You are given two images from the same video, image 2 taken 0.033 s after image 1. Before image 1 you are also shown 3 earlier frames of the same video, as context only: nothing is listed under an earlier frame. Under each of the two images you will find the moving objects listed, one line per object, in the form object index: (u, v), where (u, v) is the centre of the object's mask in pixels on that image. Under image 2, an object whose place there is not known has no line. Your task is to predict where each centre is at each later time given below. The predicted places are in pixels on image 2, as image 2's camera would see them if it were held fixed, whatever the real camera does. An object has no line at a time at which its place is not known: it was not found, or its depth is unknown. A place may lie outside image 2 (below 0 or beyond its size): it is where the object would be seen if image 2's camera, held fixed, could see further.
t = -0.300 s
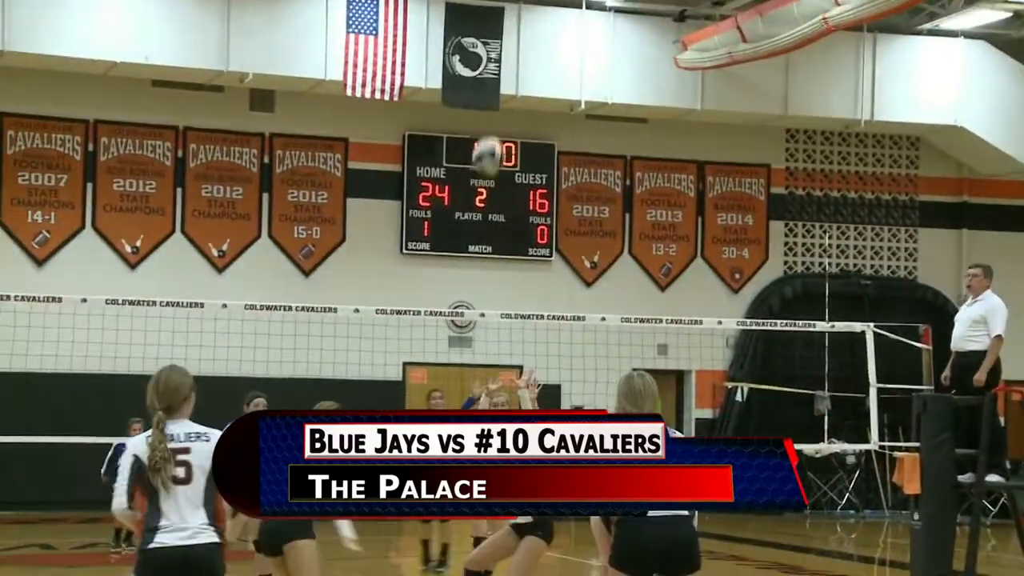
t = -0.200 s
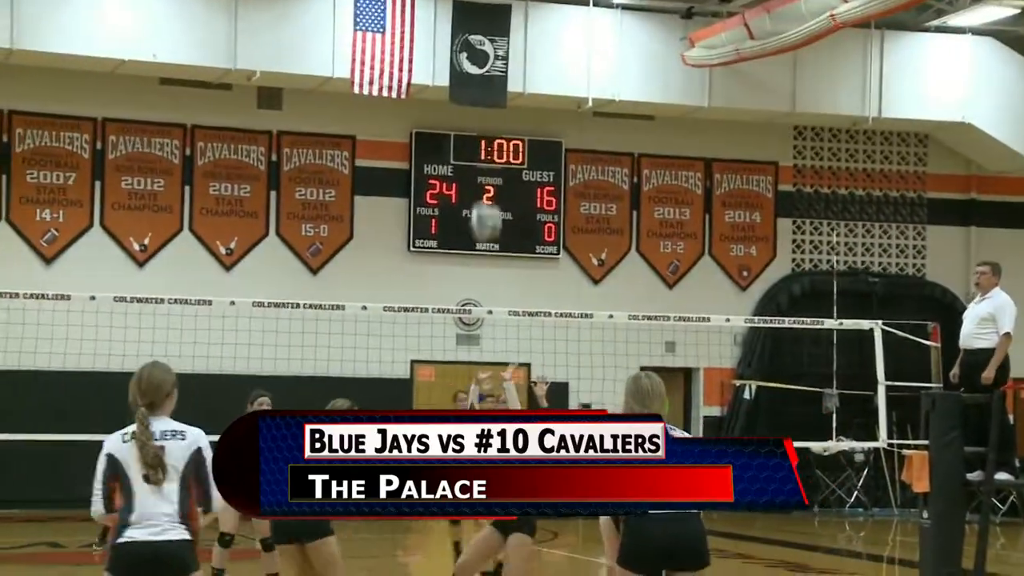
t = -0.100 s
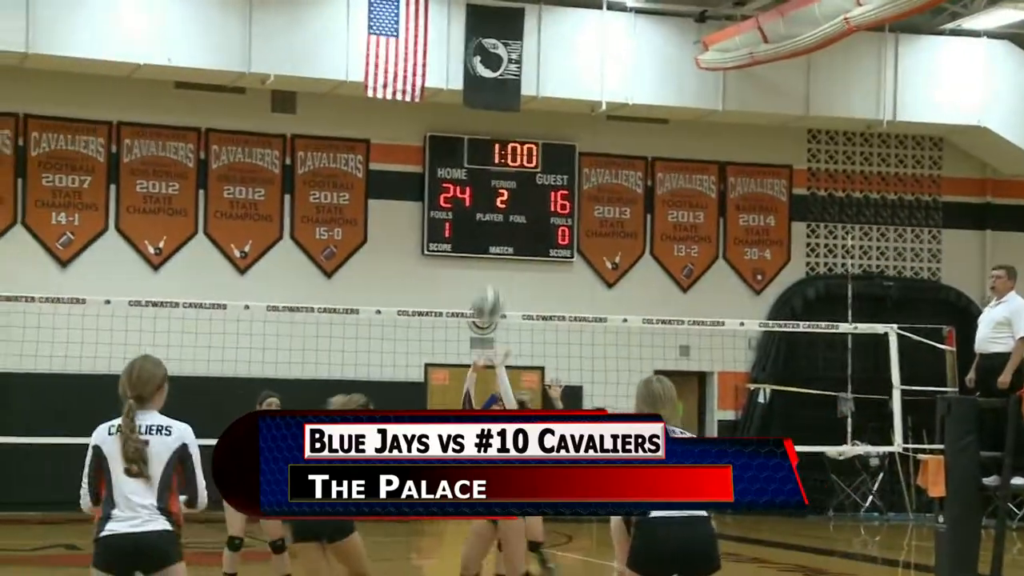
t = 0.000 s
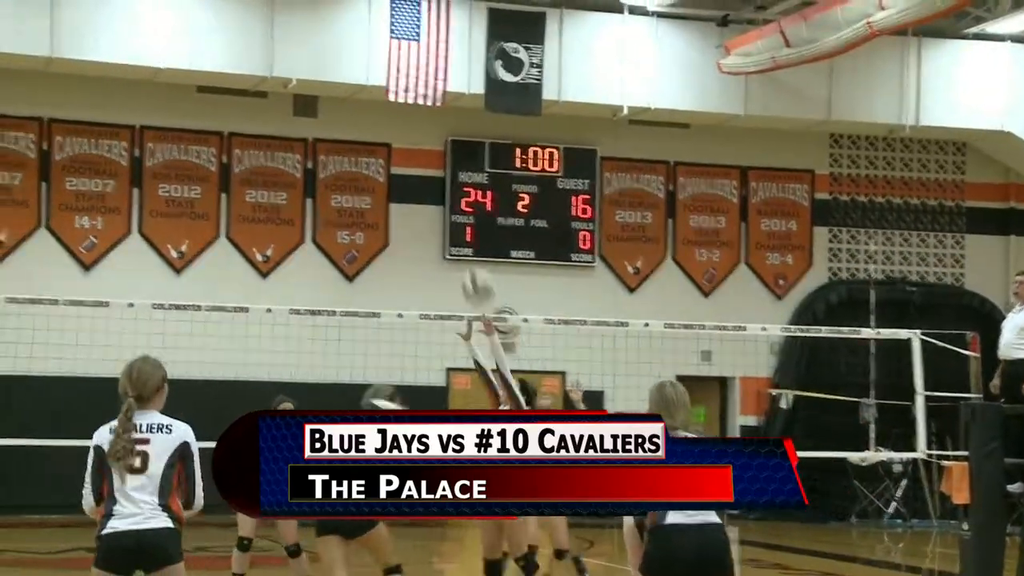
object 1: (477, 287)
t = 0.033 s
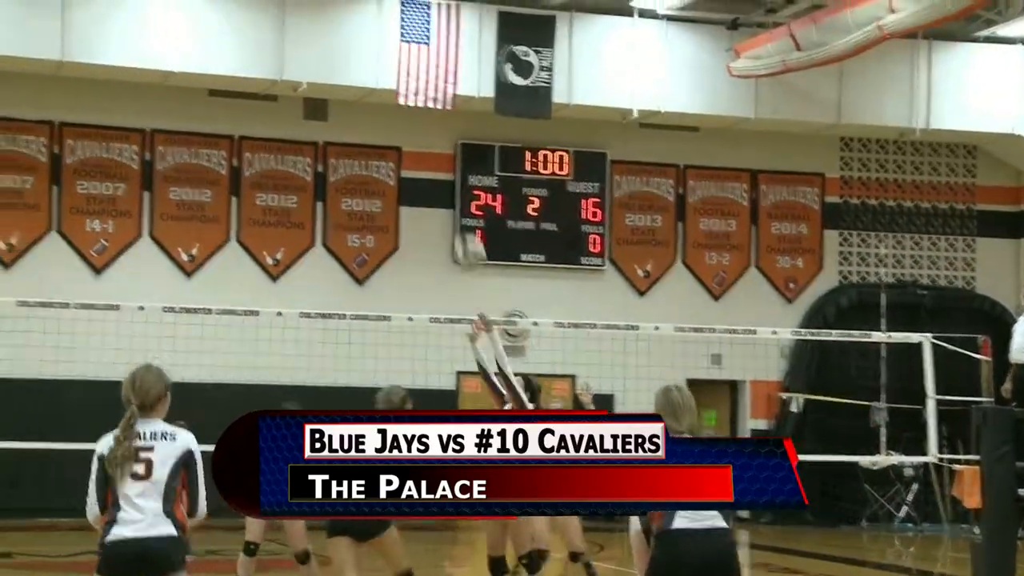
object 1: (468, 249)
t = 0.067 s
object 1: (449, 214)
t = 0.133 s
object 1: (410, 147)
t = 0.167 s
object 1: (391, 115)
